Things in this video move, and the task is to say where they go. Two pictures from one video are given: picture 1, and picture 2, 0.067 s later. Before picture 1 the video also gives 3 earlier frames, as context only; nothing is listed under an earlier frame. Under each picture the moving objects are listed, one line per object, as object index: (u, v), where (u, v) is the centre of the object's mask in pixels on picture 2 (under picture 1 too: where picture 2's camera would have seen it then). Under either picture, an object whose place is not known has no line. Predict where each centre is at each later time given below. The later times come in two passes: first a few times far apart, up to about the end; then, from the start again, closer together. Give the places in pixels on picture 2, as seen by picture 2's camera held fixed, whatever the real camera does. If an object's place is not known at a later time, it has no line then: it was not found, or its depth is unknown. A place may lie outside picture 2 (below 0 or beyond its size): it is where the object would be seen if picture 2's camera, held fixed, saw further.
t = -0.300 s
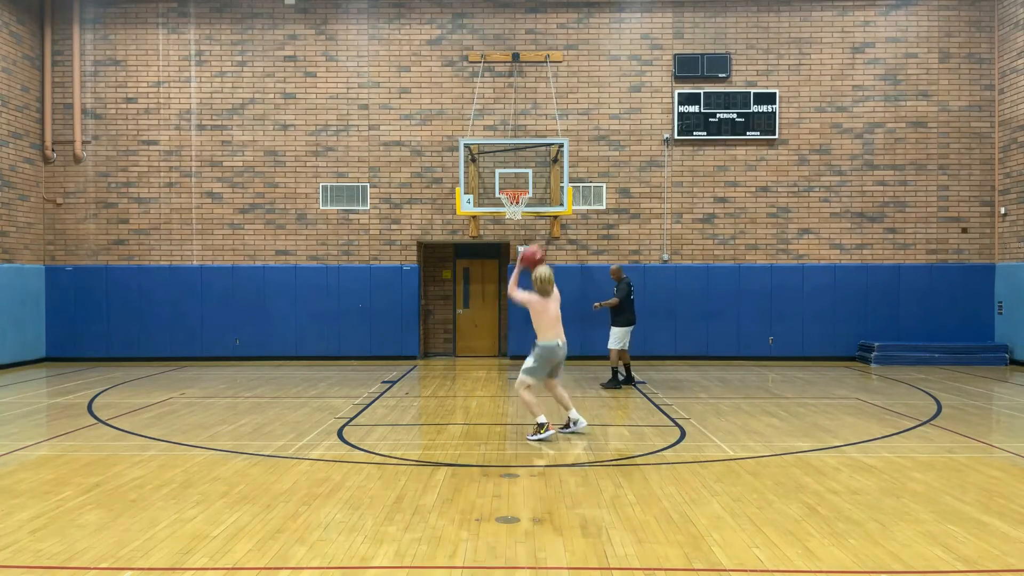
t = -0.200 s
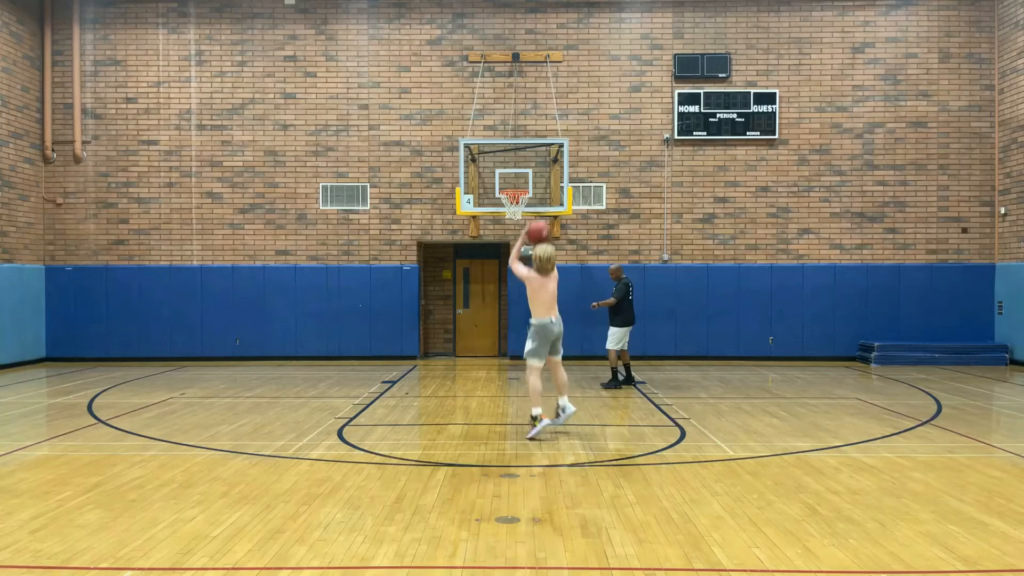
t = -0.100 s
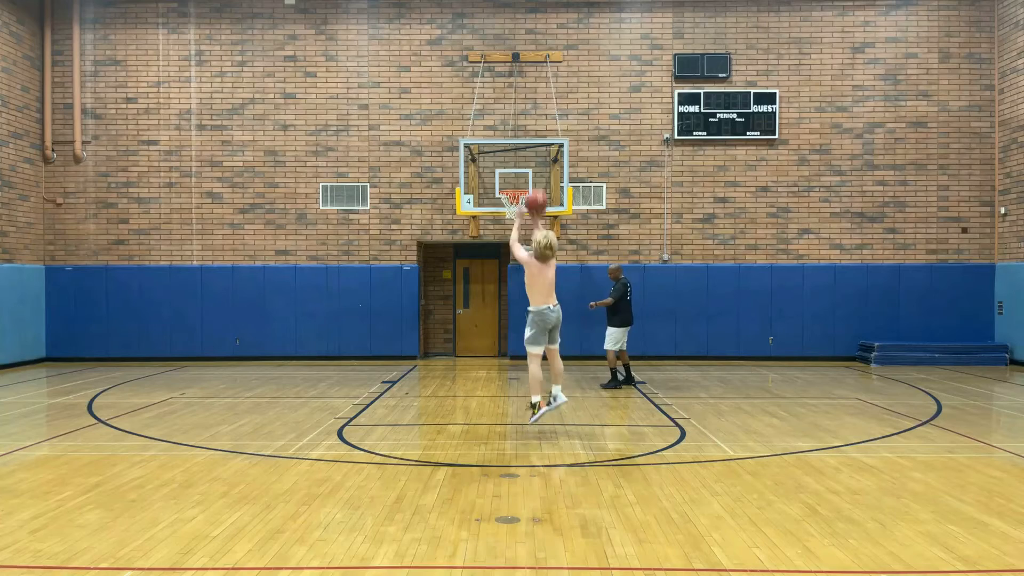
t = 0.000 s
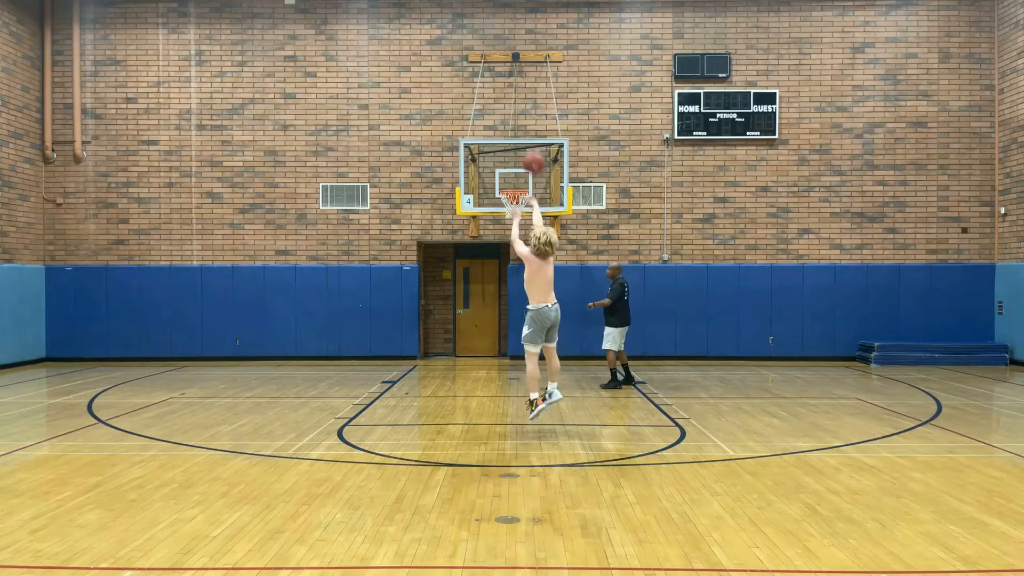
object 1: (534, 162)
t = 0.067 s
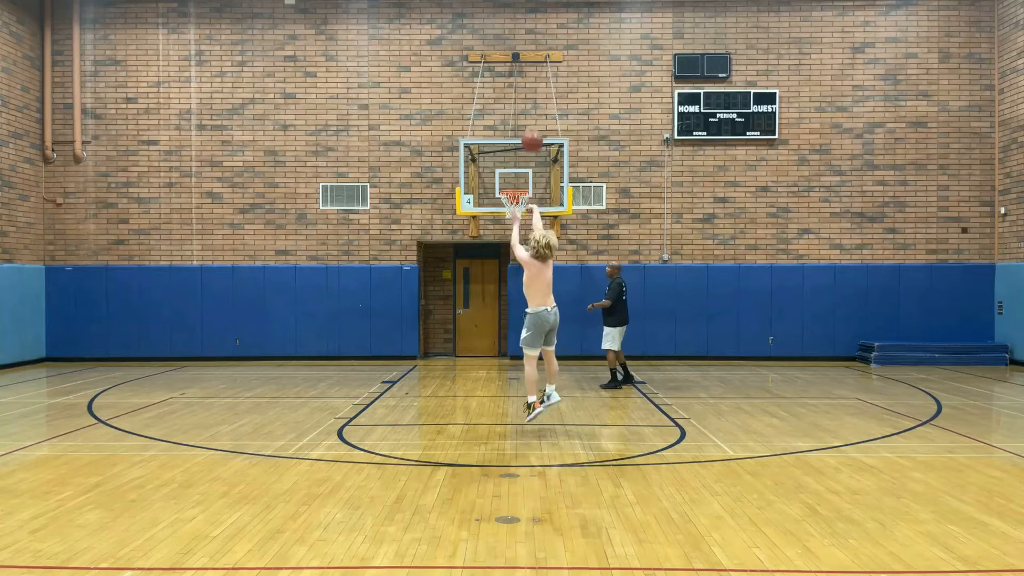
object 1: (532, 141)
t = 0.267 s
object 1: (528, 107)
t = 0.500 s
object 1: (525, 110)
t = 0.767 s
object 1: (522, 155)
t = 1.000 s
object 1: (519, 178)
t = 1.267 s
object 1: (516, 178)
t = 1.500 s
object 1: (514, 185)
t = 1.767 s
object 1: (518, 205)
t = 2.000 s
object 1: (517, 217)
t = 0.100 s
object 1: (531, 132)
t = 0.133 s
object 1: (530, 125)
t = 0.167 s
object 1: (530, 119)
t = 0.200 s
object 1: (529, 113)
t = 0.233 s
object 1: (529, 110)
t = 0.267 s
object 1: (528, 107)
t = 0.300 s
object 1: (528, 105)
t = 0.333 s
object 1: (527, 104)
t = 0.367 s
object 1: (527, 103)
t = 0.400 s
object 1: (526, 104)
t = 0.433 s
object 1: (526, 105)
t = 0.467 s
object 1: (525, 107)
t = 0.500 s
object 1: (525, 110)
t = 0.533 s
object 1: (524, 114)
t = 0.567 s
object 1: (524, 118)
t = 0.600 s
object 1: (523, 123)
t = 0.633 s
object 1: (523, 129)
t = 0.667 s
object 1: (522, 135)
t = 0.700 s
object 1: (522, 140)
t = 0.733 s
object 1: (522, 148)
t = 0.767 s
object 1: (522, 155)
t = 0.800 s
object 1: (521, 163)
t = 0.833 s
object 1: (521, 172)
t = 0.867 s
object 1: (521, 181)
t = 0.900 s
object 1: (520, 182)
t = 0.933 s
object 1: (520, 180)
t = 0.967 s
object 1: (519, 178)
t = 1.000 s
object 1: (519, 178)
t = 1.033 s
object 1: (518, 178)
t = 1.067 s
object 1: (518, 178)
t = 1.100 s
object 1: (517, 178)
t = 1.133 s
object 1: (517, 178)
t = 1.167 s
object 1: (516, 177)
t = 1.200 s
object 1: (516, 177)
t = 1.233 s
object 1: (516, 177)
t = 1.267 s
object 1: (516, 178)
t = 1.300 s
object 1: (515, 181)
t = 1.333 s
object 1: (515, 182)
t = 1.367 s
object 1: (514, 184)
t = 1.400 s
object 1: (514, 184)
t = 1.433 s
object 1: (514, 184)
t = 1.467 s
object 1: (514, 184)
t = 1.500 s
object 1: (514, 185)
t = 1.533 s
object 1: (514, 185)
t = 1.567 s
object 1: (513, 187)
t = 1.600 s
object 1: (513, 193)
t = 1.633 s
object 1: (514, 196)
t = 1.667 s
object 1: (514, 198)
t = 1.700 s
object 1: (514, 198)
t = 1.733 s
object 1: (515, 201)
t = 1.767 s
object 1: (518, 205)
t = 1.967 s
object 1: (517, 215)
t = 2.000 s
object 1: (517, 217)
